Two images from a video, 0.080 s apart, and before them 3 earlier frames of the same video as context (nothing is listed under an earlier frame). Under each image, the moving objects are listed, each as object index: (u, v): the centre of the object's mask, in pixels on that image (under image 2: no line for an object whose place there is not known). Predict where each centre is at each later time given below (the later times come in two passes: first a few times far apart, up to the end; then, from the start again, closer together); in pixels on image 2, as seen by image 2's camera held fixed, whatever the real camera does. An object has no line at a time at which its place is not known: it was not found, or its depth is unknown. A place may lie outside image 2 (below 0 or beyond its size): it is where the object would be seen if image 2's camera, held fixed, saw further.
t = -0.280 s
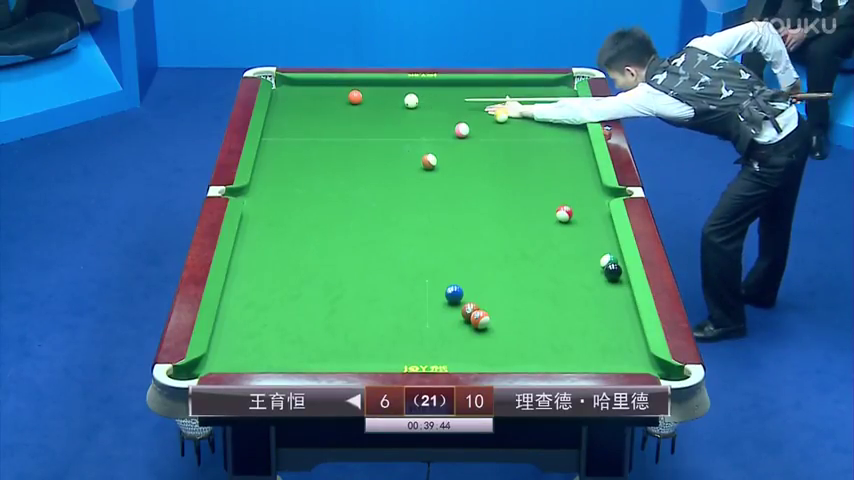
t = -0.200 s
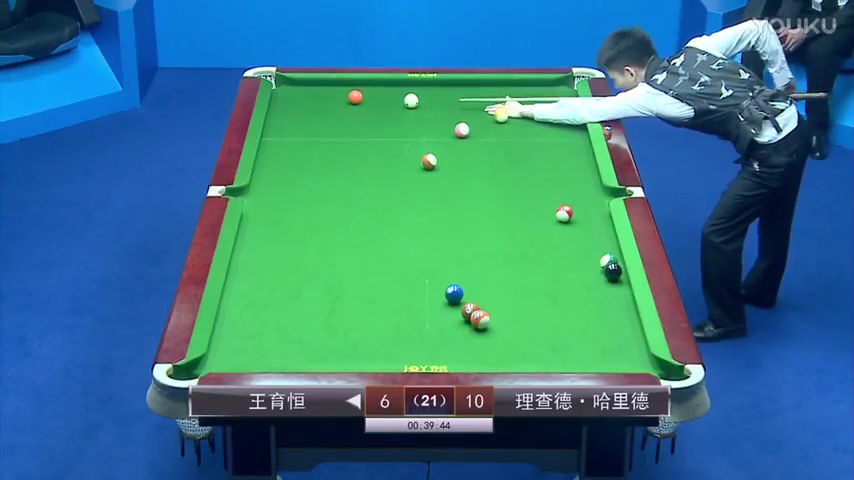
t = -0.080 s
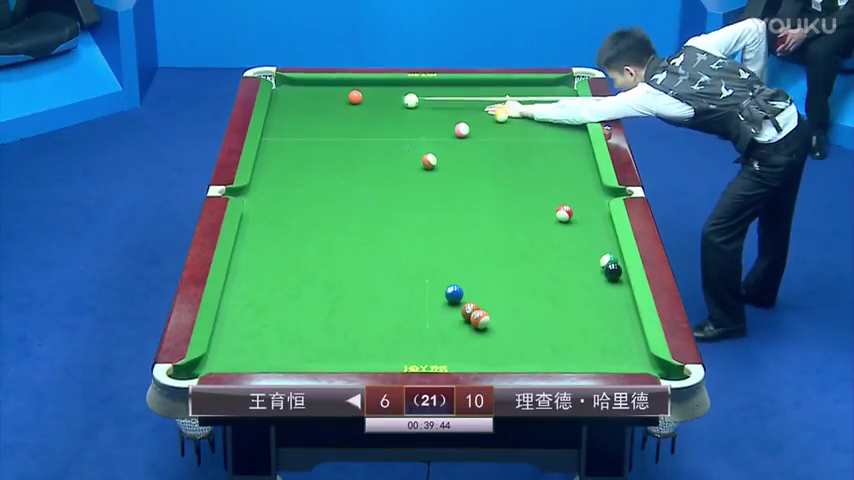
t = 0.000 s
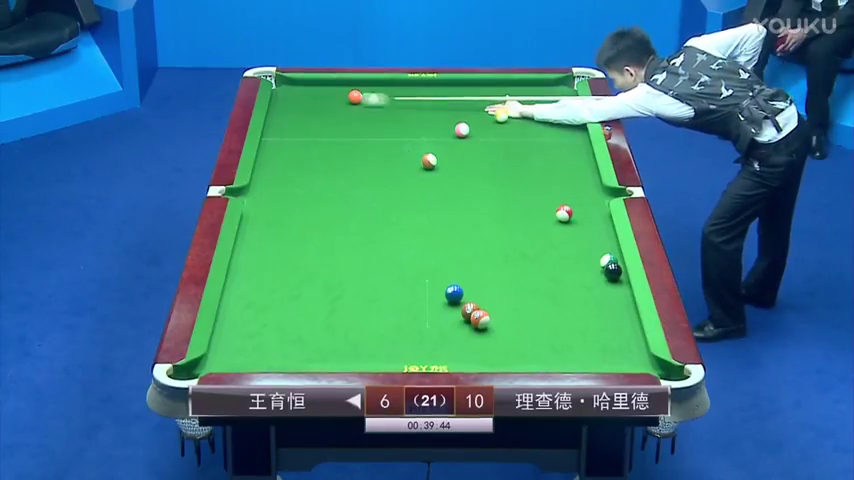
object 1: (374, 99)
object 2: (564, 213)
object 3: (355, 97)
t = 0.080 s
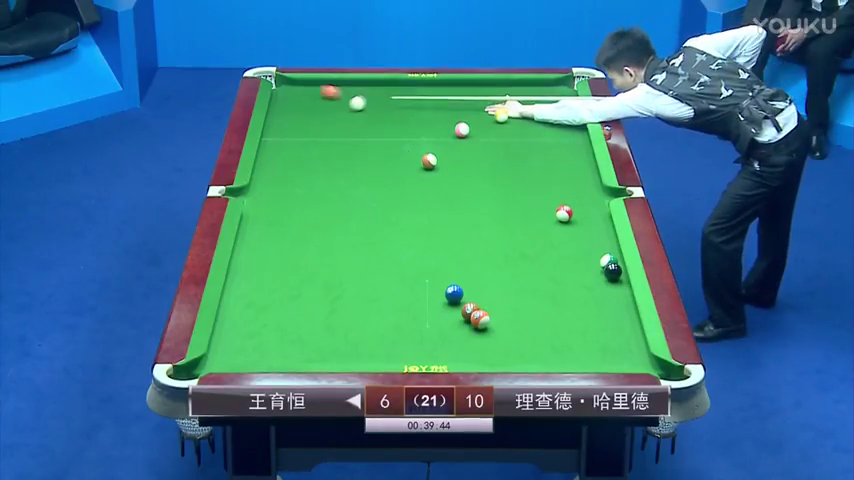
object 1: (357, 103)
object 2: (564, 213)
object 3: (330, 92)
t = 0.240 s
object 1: (327, 111)
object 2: (564, 213)
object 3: (282, 81)
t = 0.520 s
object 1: (274, 124)
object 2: (564, 213)
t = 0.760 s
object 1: (310, 135)
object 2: (564, 213)
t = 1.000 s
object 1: (346, 146)
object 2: (564, 213)
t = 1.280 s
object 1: (387, 159)
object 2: (564, 213)
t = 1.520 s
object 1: (423, 170)
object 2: (564, 213)
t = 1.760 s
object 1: (458, 181)
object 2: (564, 213)
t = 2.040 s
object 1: (500, 194)
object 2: (564, 213)
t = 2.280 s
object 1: (536, 205)
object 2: (564, 213)
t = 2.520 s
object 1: (554, 210)
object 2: (579, 218)
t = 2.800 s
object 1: (562, 212)
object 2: (603, 226)
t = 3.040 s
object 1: (567, 213)
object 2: (597, 231)
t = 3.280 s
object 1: (571, 214)
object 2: (588, 236)
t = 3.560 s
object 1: (574, 214)
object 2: (578, 240)
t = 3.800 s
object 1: (575, 215)
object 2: (571, 243)
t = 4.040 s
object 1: (575, 215)
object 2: (565, 246)
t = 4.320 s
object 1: (575, 215)
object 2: (558, 249)
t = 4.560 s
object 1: (575, 215)
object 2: (554, 251)
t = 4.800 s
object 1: (575, 215)
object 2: (552, 253)
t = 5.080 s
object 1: (575, 215)
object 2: (549, 254)
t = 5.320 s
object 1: (575, 215)
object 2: (548, 254)
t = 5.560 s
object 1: (575, 215)
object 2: (548, 254)
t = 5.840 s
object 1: (575, 215)
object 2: (548, 254)
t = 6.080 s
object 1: (575, 215)
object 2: (548, 253)
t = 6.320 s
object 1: (575, 215)
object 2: (548, 253)
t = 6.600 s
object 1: (575, 214)
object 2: (548, 253)
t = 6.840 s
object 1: (575, 214)
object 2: (548, 253)
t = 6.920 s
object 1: (575, 215)
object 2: (548, 253)
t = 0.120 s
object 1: (351, 105)
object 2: (564, 213)
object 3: (317, 89)
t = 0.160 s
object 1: (344, 107)
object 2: (564, 213)
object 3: (304, 86)
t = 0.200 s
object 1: (336, 110)
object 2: (564, 213)
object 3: (292, 84)
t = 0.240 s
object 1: (327, 111)
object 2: (564, 213)
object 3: (282, 81)
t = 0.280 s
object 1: (318, 113)
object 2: (564, 213)
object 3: (274, 79)
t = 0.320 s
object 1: (309, 115)
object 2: (564, 213)
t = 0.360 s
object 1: (300, 116)
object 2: (564, 213)
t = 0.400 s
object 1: (292, 118)
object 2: (564, 213)
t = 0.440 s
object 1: (282, 120)
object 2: (564, 213)
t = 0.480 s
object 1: (274, 122)
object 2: (564, 213)
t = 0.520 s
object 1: (274, 124)
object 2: (564, 213)
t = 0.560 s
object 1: (281, 126)
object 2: (564, 213)
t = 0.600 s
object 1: (287, 127)
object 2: (564, 213)
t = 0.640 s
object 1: (293, 129)
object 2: (564, 213)
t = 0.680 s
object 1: (299, 131)
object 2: (564, 213)
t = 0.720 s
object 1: (304, 133)
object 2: (564, 213)
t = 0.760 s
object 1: (310, 135)
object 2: (564, 213)
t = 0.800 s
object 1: (316, 137)
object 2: (564, 213)
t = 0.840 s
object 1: (322, 139)
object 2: (564, 213)
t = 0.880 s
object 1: (328, 141)
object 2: (564, 213)
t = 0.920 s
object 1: (334, 142)
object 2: (564, 213)
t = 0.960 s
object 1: (340, 144)
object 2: (564, 213)
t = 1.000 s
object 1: (346, 146)
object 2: (564, 213)
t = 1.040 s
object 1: (352, 148)
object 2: (564, 213)
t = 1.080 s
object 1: (358, 150)
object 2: (564, 213)
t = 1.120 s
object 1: (364, 152)
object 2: (564, 213)
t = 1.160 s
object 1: (370, 154)
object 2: (564, 213)
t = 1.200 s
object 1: (376, 155)
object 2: (564, 213)
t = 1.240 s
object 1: (381, 157)
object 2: (564, 213)
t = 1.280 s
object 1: (387, 159)
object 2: (564, 213)
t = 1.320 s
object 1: (393, 161)
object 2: (564, 213)
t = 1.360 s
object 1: (399, 163)
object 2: (564, 213)
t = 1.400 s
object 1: (405, 164)
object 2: (564, 213)
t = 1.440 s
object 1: (410, 166)
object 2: (564, 213)
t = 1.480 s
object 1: (417, 169)
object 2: (564, 213)
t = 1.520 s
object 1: (423, 170)
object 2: (564, 213)
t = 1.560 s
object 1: (429, 172)
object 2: (564, 213)
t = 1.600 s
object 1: (435, 174)
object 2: (564, 213)
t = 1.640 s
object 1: (441, 176)
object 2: (564, 213)
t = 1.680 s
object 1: (447, 178)
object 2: (564, 213)
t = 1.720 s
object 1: (453, 179)
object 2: (564, 213)
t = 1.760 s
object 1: (458, 181)
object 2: (564, 213)
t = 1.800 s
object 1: (464, 183)
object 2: (564, 213)
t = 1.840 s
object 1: (470, 185)
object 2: (564, 213)
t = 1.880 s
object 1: (476, 186)
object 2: (564, 213)
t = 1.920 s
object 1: (482, 188)
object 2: (564, 213)
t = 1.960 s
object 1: (488, 190)
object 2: (564, 213)
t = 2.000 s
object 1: (494, 192)
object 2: (564, 213)
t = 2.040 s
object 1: (500, 194)
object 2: (564, 213)
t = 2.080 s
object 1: (506, 196)
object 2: (564, 213)
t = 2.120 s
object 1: (512, 198)
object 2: (564, 213)
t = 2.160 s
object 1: (518, 200)
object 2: (564, 213)
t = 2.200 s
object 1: (524, 201)
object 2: (564, 213)
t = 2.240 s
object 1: (530, 203)
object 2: (564, 213)
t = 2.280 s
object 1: (536, 205)
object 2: (564, 213)
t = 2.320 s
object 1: (542, 207)
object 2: (564, 213)
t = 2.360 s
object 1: (547, 208)
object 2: (564, 213)
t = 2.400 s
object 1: (550, 209)
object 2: (567, 214)
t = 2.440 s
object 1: (551, 210)
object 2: (572, 216)
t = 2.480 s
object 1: (553, 210)
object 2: (576, 217)
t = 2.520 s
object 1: (554, 210)
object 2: (579, 218)
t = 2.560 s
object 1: (555, 211)
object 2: (583, 219)
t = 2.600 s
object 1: (556, 211)
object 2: (586, 221)
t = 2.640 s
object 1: (557, 211)
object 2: (590, 222)
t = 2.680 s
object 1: (558, 211)
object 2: (593, 223)
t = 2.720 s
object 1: (560, 211)
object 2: (596, 224)
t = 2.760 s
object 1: (561, 212)
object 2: (600, 225)
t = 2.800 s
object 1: (562, 212)
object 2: (603, 226)
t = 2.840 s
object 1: (562, 212)
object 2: (605, 227)
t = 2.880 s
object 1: (564, 213)
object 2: (604, 228)
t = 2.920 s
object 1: (564, 213)
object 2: (602, 229)
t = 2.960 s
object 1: (565, 213)
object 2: (601, 229)
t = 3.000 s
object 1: (566, 213)
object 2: (599, 230)
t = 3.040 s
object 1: (567, 213)
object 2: (597, 231)
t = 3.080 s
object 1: (568, 213)
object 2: (595, 231)
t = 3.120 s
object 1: (568, 213)
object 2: (593, 232)
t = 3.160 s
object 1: (569, 214)
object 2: (592, 233)
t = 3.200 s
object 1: (570, 214)
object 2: (591, 234)
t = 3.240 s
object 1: (570, 214)
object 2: (589, 235)
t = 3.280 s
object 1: (571, 214)
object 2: (588, 236)
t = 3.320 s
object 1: (571, 214)
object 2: (586, 236)
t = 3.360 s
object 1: (572, 214)
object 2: (585, 236)
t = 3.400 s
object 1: (572, 214)
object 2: (584, 237)
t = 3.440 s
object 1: (573, 214)
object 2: (582, 238)
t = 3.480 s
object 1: (573, 214)
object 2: (581, 238)
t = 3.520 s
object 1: (574, 214)
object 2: (579, 239)
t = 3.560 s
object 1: (574, 214)
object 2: (578, 240)
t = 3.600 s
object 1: (574, 214)
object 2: (577, 240)
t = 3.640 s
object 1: (575, 215)
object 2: (576, 241)
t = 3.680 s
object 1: (575, 215)
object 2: (574, 242)
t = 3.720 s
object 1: (575, 215)
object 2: (573, 242)
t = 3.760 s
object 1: (575, 215)
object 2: (572, 243)
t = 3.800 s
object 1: (575, 215)
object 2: (571, 243)
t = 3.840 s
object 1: (575, 215)
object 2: (570, 244)
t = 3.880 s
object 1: (575, 215)
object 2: (569, 244)
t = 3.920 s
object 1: (575, 215)
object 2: (568, 245)
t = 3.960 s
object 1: (575, 215)
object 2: (567, 245)
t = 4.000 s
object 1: (575, 215)
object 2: (566, 246)
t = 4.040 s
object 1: (575, 215)
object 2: (565, 246)
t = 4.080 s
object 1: (575, 215)
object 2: (564, 247)
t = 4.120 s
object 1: (575, 215)
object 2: (562, 247)
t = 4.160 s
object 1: (575, 215)
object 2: (561, 248)
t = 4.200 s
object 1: (575, 215)
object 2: (561, 248)
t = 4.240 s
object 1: (575, 215)
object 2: (560, 248)
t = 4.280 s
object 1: (575, 215)
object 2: (559, 249)
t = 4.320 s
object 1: (575, 215)
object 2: (558, 249)
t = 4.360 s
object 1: (575, 215)
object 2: (558, 249)
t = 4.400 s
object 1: (575, 215)
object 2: (557, 250)
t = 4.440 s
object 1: (575, 215)
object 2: (556, 250)
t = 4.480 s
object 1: (575, 215)
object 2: (556, 251)
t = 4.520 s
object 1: (575, 215)
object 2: (555, 251)
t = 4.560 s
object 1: (575, 215)
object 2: (554, 251)
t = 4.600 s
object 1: (575, 215)
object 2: (554, 251)
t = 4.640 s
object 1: (575, 215)
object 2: (553, 252)
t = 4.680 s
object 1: (575, 215)
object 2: (553, 252)
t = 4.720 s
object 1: (575, 215)
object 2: (552, 252)
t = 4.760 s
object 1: (575, 215)
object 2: (552, 253)
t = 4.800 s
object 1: (575, 215)
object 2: (552, 253)
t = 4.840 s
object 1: (575, 215)
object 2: (551, 253)
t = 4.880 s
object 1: (575, 215)
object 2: (551, 253)
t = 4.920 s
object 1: (575, 215)
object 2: (550, 253)
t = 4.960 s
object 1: (575, 215)
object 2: (550, 253)
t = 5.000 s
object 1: (575, 215)
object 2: (550, 253)
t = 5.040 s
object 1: (575, 215)
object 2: (549, 254)
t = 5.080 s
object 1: (575, 215)
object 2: (549, 254)
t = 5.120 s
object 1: (575, 215)
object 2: (549, 254)
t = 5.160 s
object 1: (575, 215)
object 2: (549, 254)
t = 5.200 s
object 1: (575, 215)
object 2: (548, 254)
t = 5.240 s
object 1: (575, 215)
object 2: (548, 254)
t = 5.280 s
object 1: (575, 215)
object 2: (548, 254)
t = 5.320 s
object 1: (575, 215)
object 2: (548, 254)
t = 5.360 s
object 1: (575, 215)
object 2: (548, 254)
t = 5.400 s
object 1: (575, 215)
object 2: (548, 254)
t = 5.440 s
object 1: (575, 215)
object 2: (548, 254)
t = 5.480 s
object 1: (575, 215)
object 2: (548, 254)
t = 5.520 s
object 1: (575, 214)
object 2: (548, 254)
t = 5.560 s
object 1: (575, 215)
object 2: (548, 254)
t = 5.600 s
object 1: (575, 215)
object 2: (548, 254)
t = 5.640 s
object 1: (575, 215)
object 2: (548, 253)
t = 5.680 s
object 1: (575, 215)
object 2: (548, 253)
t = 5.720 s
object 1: (575, 215)
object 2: (548, 254)
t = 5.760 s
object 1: (575, 215)
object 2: (548, 253)
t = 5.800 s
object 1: (575, 215)
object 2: (548, 253)
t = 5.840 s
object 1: (575, 215)
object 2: (548, 254)
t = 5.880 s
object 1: (575, 215)
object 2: (548, 253)
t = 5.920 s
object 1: (575, 215)
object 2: (548, 253)
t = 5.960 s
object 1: (575, 215)
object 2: (548, 253)
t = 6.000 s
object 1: (575, 215)
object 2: (548, 253)
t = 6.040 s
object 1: (575, 215)
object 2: (548, 253)
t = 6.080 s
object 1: (575, 215)
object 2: (548, 253)
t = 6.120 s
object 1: (575, 215)
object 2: (548, 253)
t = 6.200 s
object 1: (575, 215)
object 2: (548, 253)
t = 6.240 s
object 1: (575, 214)
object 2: (548, 253)
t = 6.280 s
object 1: (575, 214)
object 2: (548, 253)
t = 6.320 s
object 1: (575, 215)
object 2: (548, 253)
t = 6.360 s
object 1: (575, 214)
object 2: (548, 253)
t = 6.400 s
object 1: (575, 214)
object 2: (548, 253)
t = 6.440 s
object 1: (575, 214)
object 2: (548, 253)
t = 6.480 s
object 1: (575, 214)
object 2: (548, 253)
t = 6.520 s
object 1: (575, 214)
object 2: (548, 253)
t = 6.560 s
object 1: (575, 214)
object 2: (548, 253)
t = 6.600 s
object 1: (575, 214)
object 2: (548, 253)
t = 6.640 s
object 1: (575, 214)
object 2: (548, 253)
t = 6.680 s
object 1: (575, 214)
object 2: (548, 253)
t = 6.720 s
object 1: (575, 214)
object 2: (548, 253)
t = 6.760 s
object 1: (575, 214)
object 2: (548, 253)
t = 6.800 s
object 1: (575, 214)
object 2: (548, 253)
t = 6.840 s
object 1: (575, 214)
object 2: (548, 253)
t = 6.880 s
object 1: (575, 215)
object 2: (548, 253)
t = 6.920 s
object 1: (575, 215)
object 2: (548, 253)
